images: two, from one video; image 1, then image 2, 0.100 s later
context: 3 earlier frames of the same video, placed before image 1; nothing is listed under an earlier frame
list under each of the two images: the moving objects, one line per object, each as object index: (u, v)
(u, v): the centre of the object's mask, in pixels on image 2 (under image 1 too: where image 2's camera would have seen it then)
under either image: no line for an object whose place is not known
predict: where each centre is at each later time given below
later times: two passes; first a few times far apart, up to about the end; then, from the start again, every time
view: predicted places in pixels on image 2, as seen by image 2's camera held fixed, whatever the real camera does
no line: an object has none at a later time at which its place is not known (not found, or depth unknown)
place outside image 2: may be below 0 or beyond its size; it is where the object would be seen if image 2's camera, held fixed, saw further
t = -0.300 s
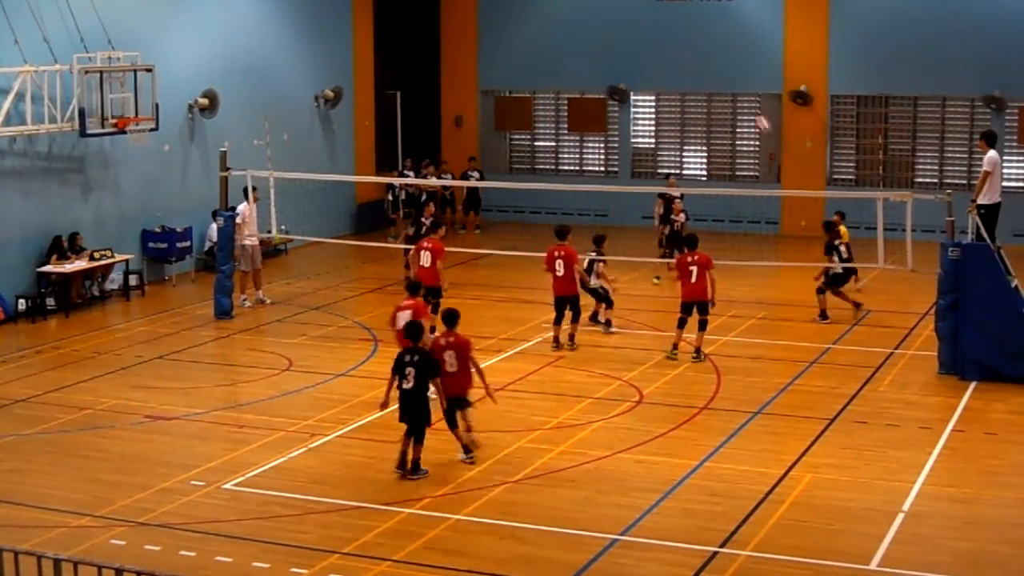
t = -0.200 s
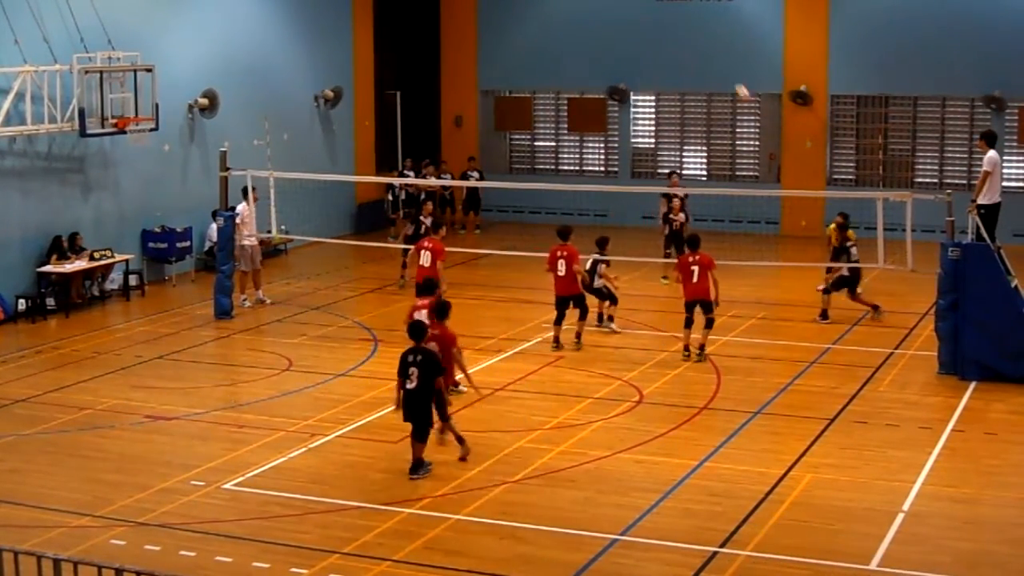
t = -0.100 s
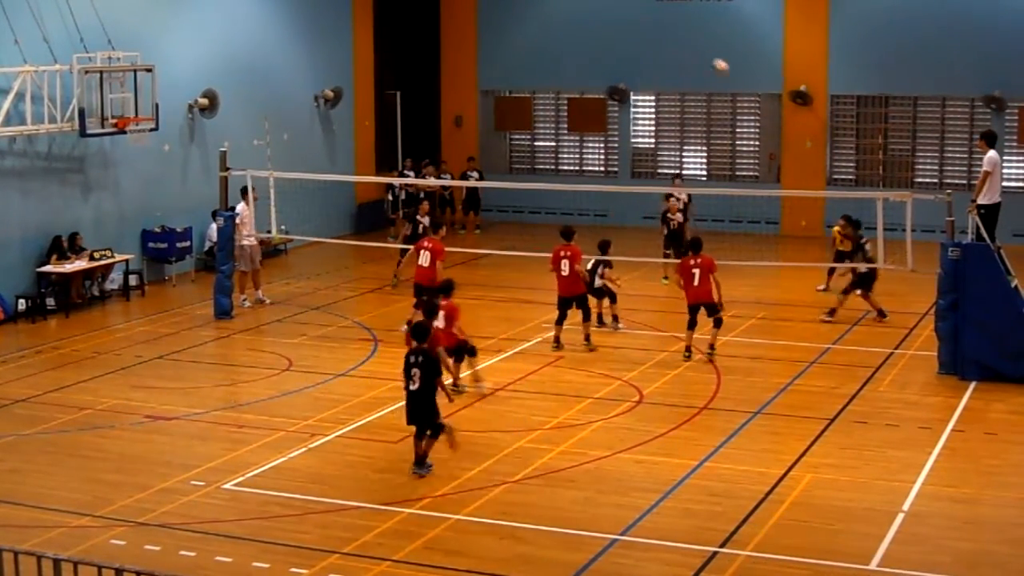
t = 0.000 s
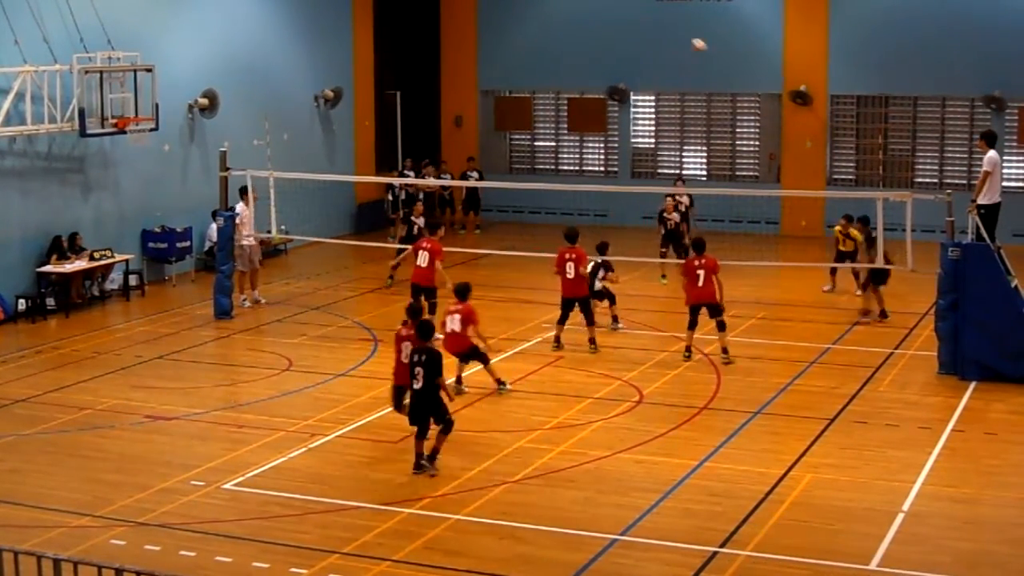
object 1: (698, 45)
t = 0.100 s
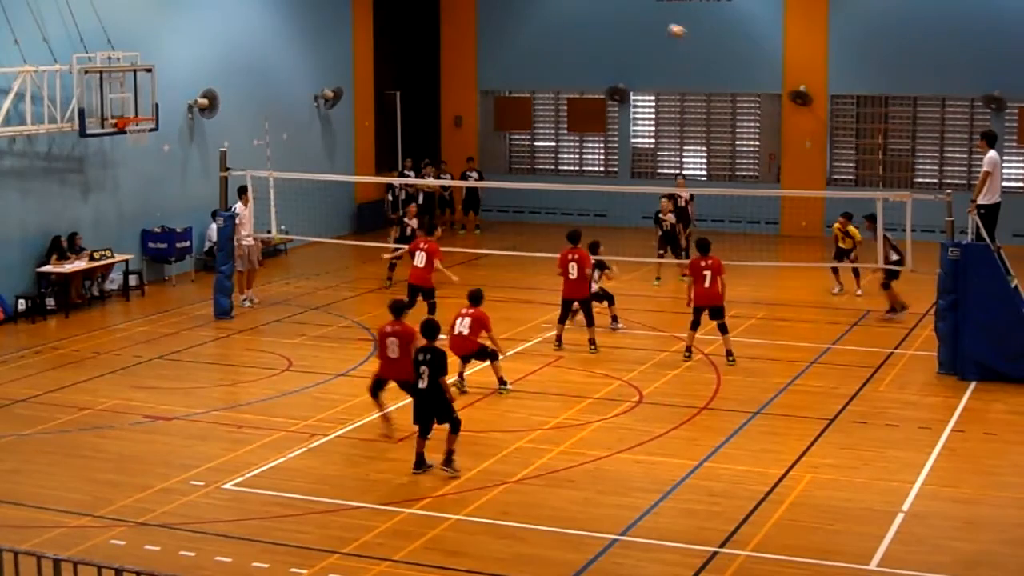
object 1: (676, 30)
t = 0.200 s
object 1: (653, 21)
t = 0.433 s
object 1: (600, 24)
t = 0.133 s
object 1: (668, 27)
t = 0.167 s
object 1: (661, 24)
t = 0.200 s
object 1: (653, 21)
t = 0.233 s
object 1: (645, 19)
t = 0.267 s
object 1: (639, 19)
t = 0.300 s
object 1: (631, 18)
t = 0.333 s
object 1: (623, 19)
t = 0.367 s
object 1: (616, 20)
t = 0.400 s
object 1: (607, 22)
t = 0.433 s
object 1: (600, 24)
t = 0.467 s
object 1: (592, 27)
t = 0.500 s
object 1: (584, 31)
